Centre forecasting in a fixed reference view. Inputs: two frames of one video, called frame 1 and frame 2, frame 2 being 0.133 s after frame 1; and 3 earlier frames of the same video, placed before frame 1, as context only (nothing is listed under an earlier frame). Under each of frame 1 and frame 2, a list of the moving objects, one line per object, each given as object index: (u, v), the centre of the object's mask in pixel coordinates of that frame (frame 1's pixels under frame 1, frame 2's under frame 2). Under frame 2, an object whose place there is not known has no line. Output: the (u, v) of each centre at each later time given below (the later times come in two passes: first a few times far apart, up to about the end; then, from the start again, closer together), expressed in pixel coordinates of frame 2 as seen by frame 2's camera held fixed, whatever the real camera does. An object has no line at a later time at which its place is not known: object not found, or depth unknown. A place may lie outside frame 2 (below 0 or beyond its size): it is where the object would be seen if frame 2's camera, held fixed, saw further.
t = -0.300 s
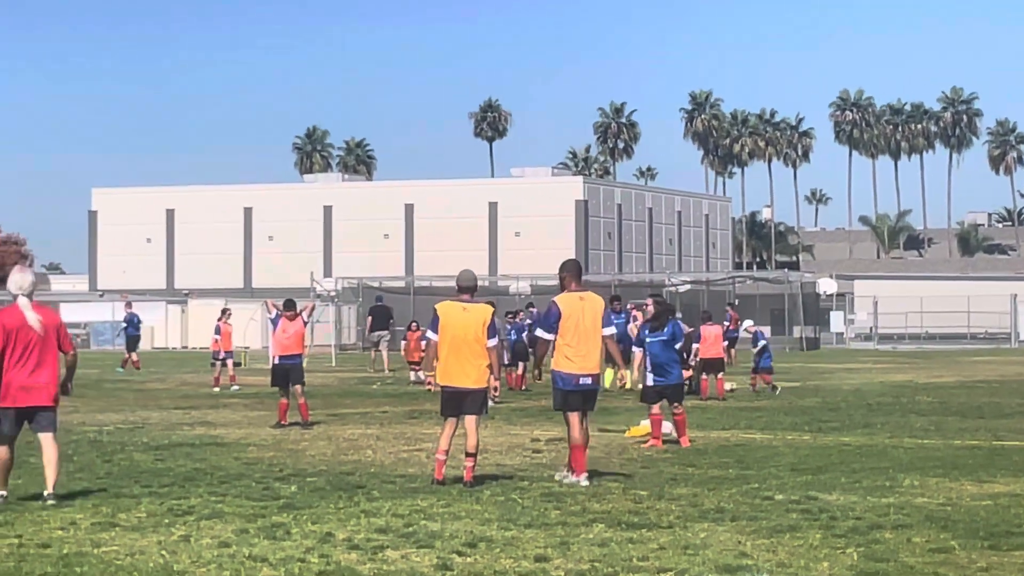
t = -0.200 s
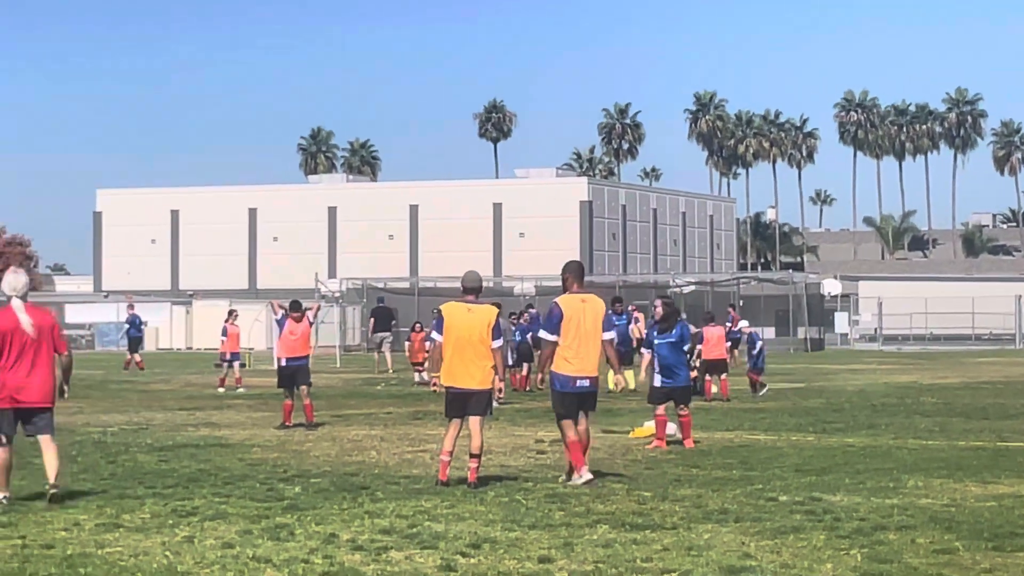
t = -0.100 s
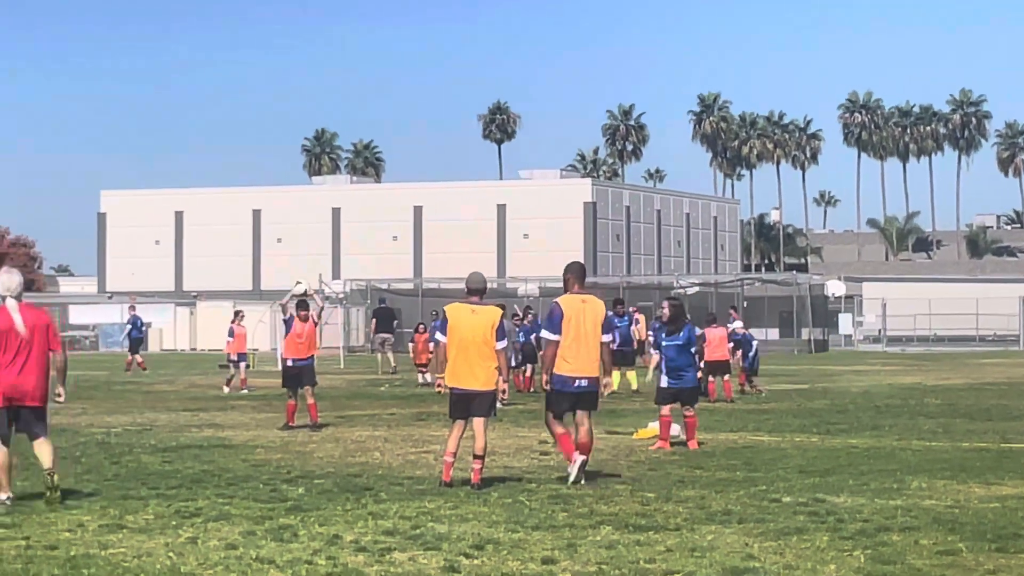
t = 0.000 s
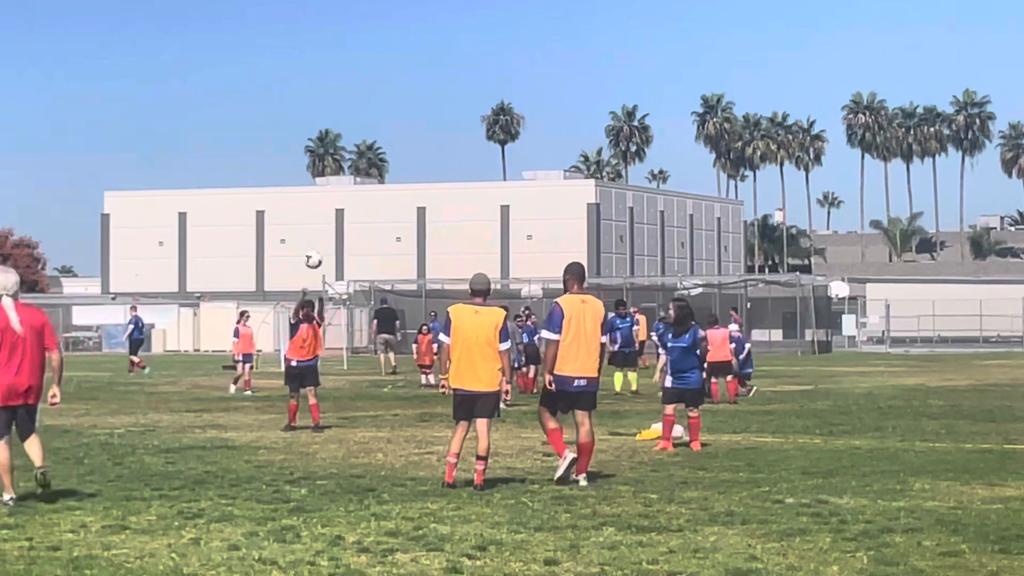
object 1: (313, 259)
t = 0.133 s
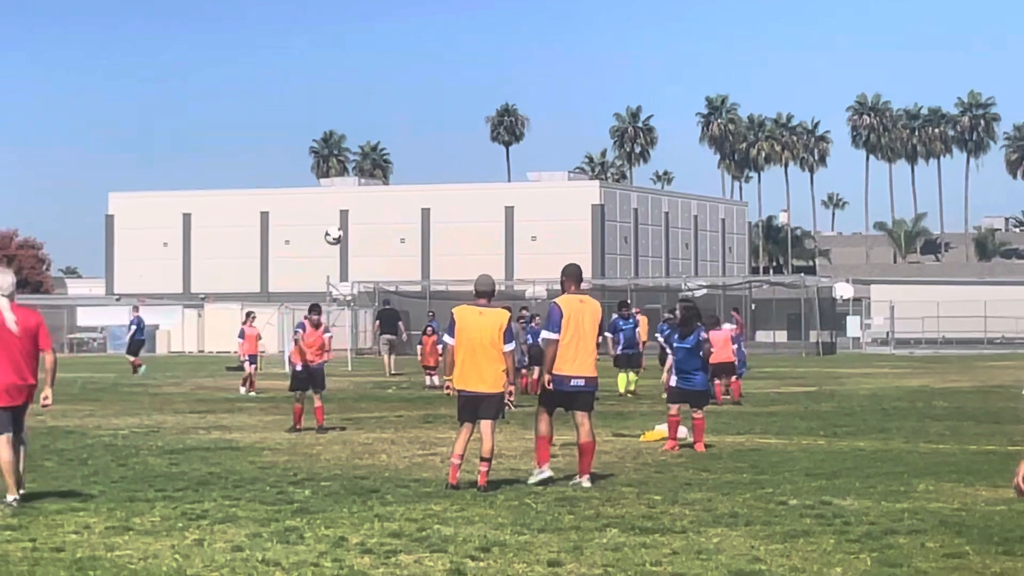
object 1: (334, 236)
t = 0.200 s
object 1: (342, 228)
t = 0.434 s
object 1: (378, 229)
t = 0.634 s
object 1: (413, 267)
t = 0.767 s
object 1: (441, 313)
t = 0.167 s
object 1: (338, 232)
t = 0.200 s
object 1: (342, 228)
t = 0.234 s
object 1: (347, 225)
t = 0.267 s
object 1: (352, 224)
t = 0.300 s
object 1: (357, 223)
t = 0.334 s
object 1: (362, 224)
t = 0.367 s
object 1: (368, 225)
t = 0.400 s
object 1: (373, 226)
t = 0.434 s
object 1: (378, 229)
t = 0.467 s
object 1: (383, 233)
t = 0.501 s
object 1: (389, 237)
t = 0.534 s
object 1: (395, 243)
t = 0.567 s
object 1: (401, 249)
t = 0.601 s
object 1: (407, 258)
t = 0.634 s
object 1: (413, 267)
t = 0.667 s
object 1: (419, 276)
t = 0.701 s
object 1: (426, 286)
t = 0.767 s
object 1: (441, 313)
